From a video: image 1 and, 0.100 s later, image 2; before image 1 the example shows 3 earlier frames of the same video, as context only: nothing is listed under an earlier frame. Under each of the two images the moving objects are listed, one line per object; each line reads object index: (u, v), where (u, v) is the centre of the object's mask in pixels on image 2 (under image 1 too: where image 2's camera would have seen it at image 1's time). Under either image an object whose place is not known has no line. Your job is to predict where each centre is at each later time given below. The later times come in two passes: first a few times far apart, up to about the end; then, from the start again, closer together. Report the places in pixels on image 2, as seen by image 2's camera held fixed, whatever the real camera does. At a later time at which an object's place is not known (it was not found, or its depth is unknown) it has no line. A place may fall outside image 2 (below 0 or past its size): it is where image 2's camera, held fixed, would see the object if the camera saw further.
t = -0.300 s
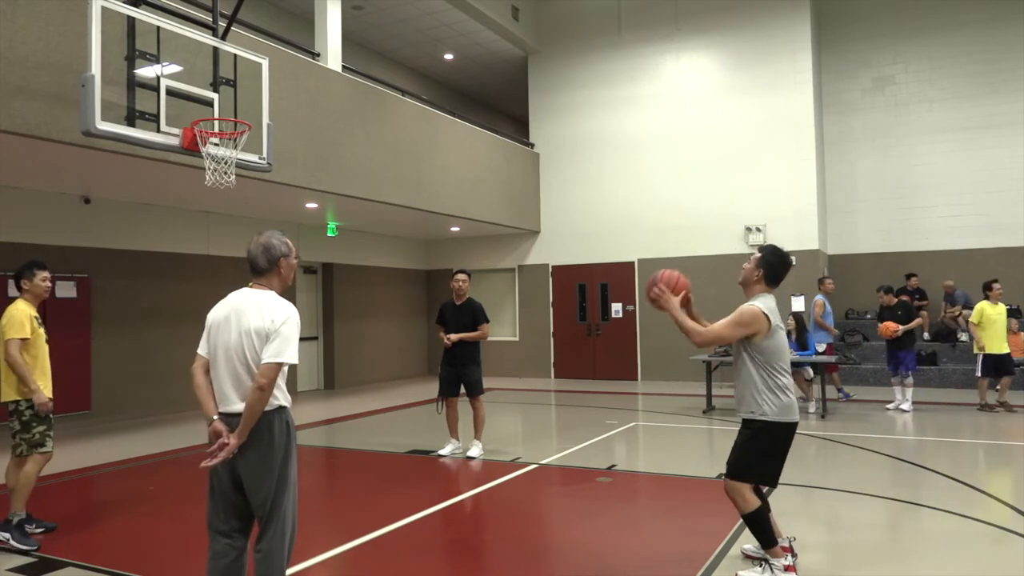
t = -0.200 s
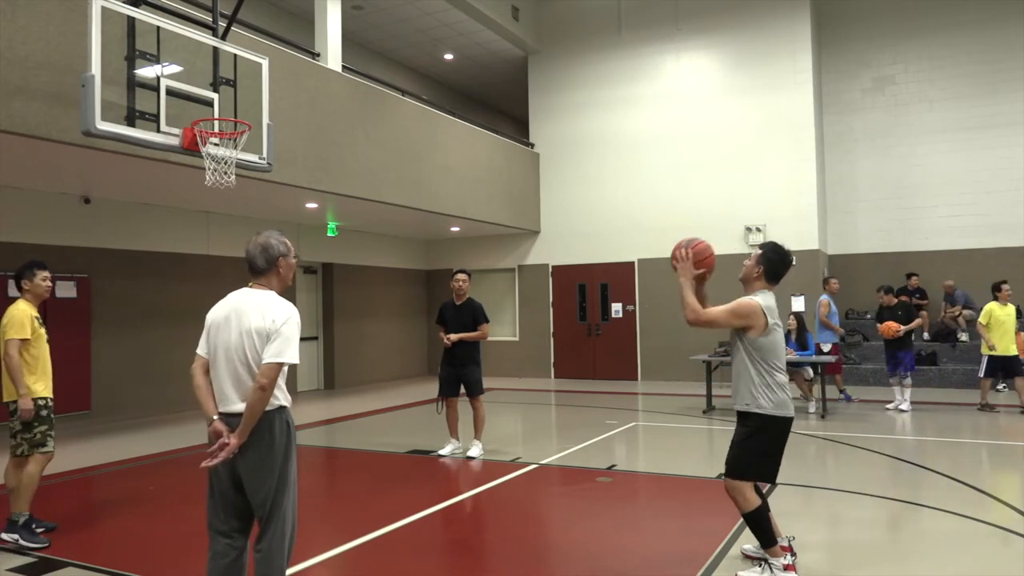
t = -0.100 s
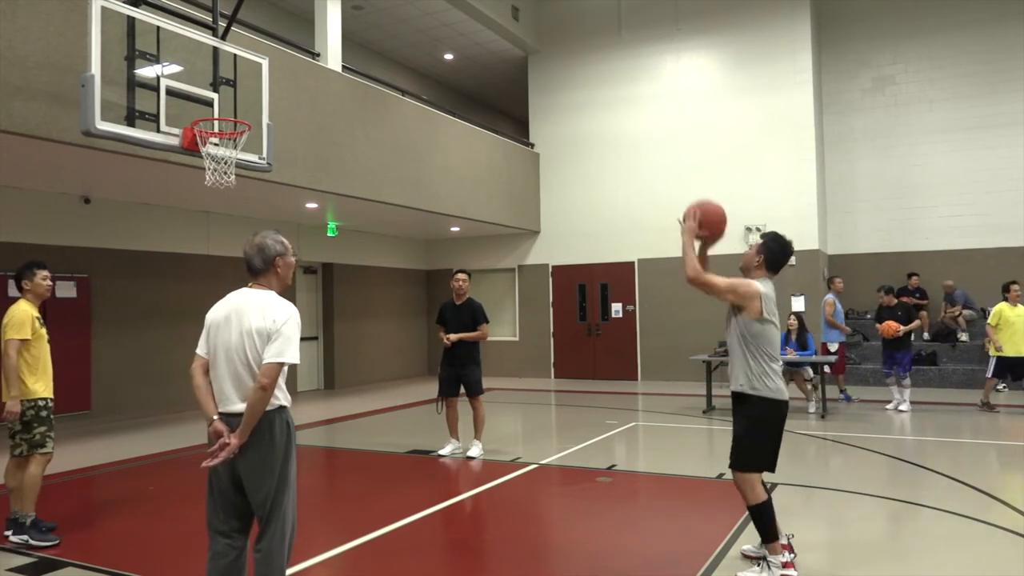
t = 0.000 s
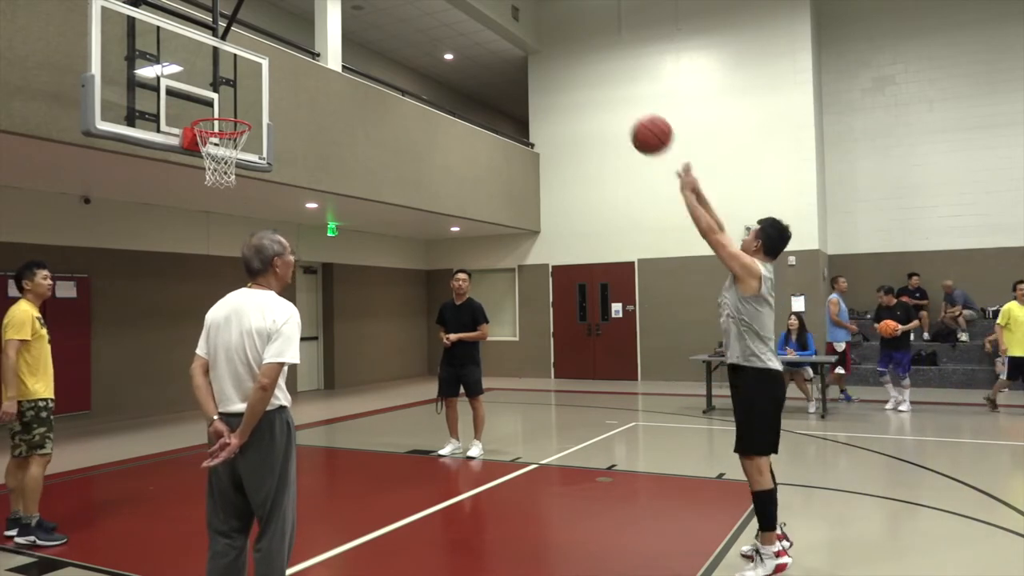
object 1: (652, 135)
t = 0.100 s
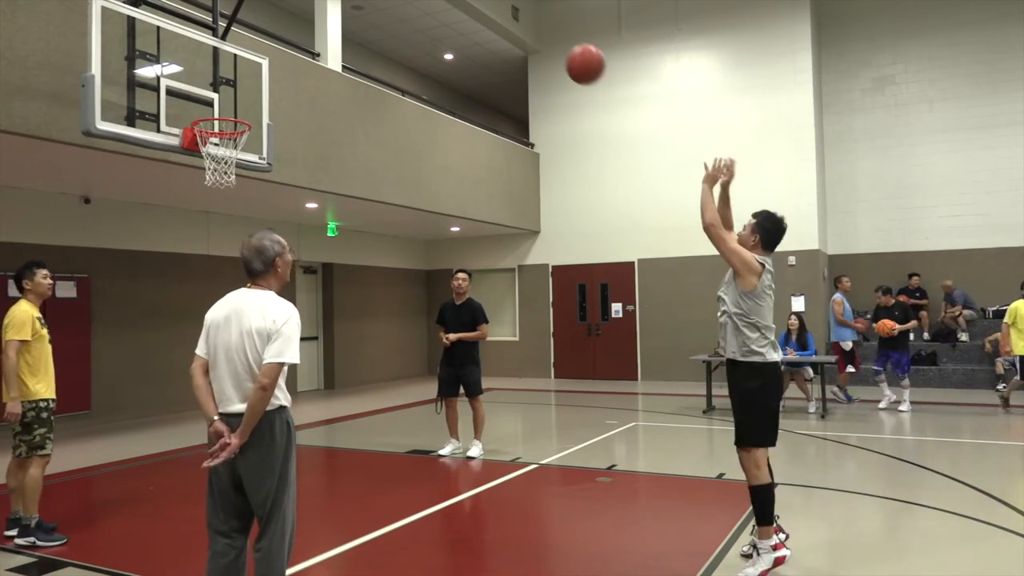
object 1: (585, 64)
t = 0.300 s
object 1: (473, 2)
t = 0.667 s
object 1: (314, 5)
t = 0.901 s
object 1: (234, 81)
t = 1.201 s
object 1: (286, 85)
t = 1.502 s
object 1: (416, 127)
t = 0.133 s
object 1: (565, 45)
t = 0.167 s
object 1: (545, 29)
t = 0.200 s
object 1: (526, 16)
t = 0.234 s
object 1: (507, 10)
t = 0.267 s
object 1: (490, 5)
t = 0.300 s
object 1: (473, 2)
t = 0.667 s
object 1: (314, 5)
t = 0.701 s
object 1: (301, 9)
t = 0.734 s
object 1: (289, 15)
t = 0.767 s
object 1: (278, 25)
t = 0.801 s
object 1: (266, 38)
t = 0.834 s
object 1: (255, 52)
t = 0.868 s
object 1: (244, 66)
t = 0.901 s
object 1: (234, 81)
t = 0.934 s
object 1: (224, 96)
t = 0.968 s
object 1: (214, 110)
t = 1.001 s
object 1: (215, 117)
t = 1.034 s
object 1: (226, 108)
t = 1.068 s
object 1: (237, 103)
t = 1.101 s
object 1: (249, 97)
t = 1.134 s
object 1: (261, 92)
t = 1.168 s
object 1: (274, 88)
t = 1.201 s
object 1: (286, 85)
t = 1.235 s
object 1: (299, 84)
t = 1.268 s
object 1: (312, 84)
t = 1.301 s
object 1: (326, 85)
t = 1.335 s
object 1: (341, 88)
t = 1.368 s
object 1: (355, 93)
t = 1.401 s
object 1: (370, 99)
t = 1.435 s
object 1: (385, 106)
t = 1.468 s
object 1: (400, 116)
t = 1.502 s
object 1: (416, 127)
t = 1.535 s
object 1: (433, 140)
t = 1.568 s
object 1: (450, 155)
